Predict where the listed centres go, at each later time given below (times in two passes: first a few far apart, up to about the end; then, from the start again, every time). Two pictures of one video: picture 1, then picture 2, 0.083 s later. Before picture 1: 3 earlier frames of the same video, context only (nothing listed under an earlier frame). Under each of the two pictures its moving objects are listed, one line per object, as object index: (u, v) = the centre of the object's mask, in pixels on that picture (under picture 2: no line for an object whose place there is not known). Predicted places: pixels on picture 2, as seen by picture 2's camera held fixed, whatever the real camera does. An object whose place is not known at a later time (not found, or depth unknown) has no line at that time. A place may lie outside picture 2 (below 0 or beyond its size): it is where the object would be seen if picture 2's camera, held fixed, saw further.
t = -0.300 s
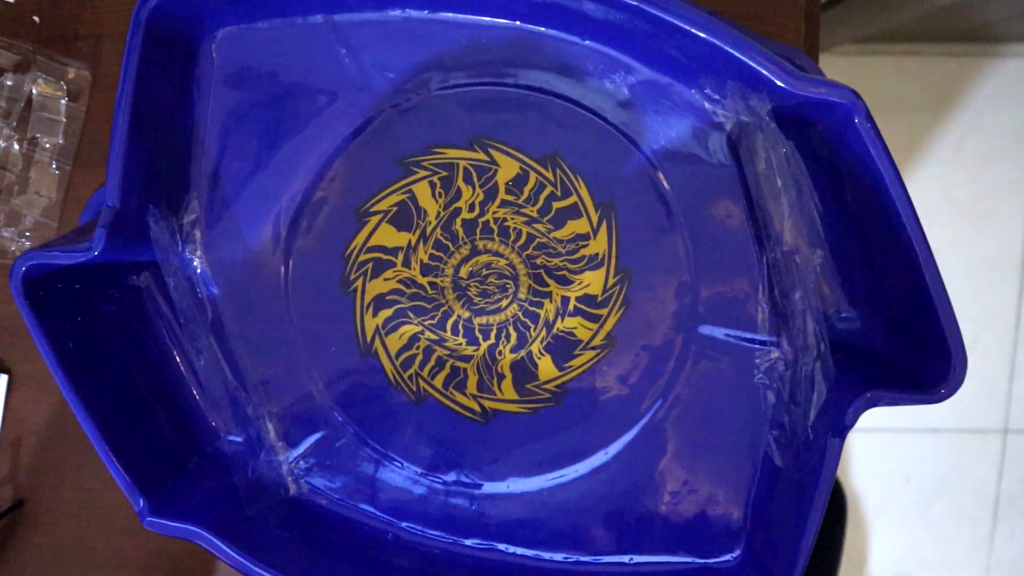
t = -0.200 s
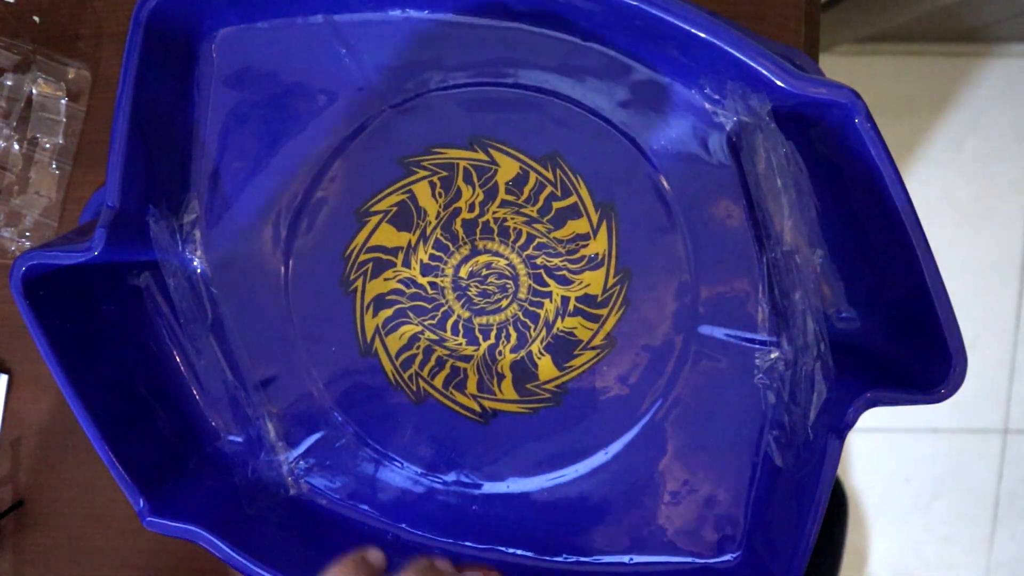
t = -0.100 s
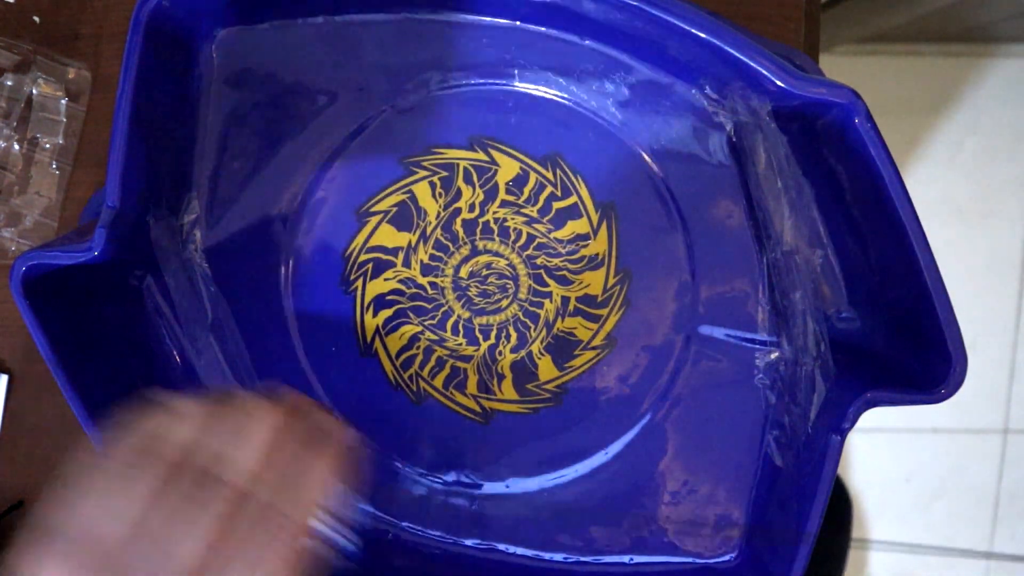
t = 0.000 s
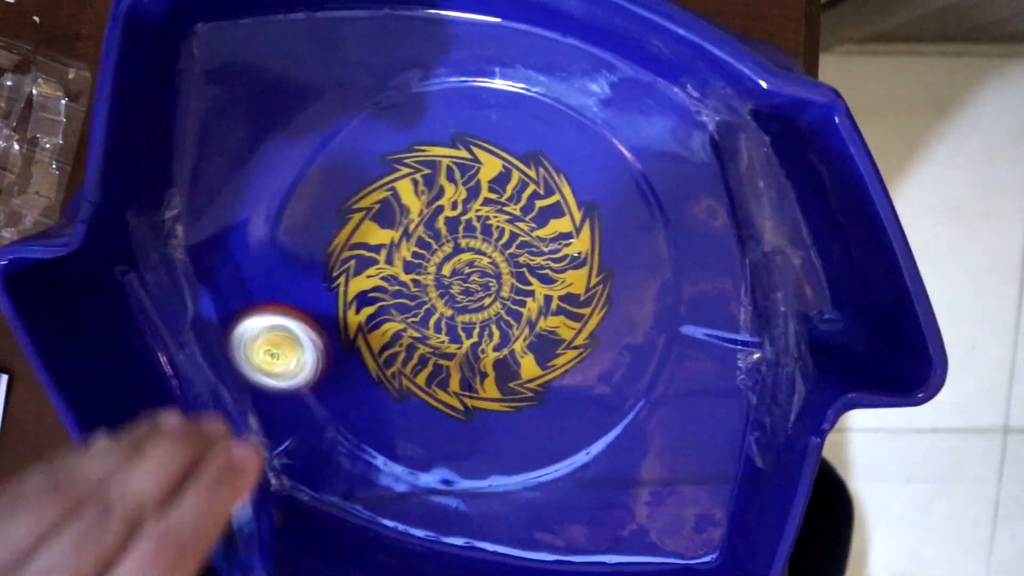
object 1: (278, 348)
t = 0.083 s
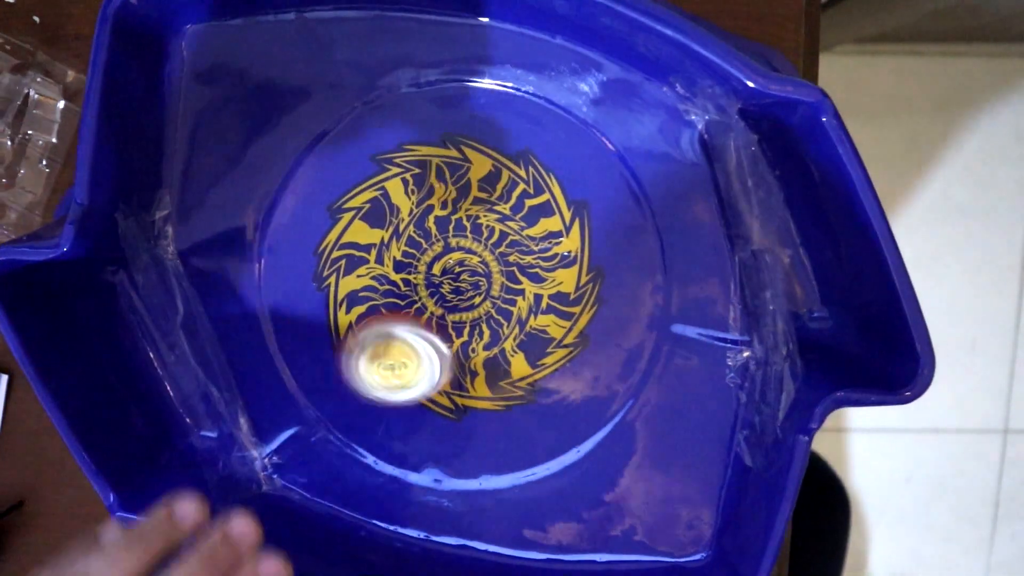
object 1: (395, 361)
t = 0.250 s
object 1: (638, 345)
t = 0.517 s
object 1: (612, 192)
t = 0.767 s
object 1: (453, 187)
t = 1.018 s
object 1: (497, 391)
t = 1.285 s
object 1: (677, 415)
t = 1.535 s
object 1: (594, 193)
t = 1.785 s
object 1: (338, 246)
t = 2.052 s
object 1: (352, 493)
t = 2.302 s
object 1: (594, 360)
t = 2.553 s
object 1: (492, 75)
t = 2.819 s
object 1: (240, 146)
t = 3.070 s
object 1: (316, 383)
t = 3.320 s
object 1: (599, 421)
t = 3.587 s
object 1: (583, 118)
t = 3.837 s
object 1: (270, 203)
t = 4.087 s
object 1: (353, 478)
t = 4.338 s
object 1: (624, 406)
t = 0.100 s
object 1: (425, 360)
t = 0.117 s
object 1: (456, 355)
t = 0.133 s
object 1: (484, 350)
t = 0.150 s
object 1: (512, 345)
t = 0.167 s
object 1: (538, 339)
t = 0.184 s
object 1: (562, 340)
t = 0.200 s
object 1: (582, 344)
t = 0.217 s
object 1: (602, 345)
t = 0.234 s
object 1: (621, 346)
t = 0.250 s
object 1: (638, 345)
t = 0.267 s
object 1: (656, 344)
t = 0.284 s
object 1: (671, 342)
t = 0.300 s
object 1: (684, 338)
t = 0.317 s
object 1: (697, 333)
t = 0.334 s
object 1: (708, 326)
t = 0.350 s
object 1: (716, 317)
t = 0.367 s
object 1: (716, 306)
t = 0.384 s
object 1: (709, 293)
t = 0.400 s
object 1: (699, 280)
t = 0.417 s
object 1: (688, 267)
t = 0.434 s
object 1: (677, 255)
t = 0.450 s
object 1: (665, 243)
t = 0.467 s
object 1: (653, 229)
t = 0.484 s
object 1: (639, 217)
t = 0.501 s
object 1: (626, 204)
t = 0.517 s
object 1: (612, 192)
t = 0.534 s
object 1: (599, 182)
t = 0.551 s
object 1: (587, 174)
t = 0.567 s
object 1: (574, 165)
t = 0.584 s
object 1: (562, 160)
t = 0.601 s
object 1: (550, 154)
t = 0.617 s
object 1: (537, 151)
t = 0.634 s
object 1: (526, 148)
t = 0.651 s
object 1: (514, 149)
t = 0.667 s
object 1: (503, 150)
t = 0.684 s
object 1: (493, 152)
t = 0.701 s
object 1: (483, 156)
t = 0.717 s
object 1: (475, 161)
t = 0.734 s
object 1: (467, 168)
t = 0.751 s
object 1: (459, 177)
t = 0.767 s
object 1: (453, 187)
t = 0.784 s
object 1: (448, 199)
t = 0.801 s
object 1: (445, 210)
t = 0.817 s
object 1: (443, 222)
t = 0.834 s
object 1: (442, 235)
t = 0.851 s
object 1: (442, 248)
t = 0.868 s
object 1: (445, 263)
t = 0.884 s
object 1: (448, 277)
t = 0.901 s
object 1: (450, 292)
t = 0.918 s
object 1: (454, 308)
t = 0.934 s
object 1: (460, 323)
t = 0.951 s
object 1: (466, 338)
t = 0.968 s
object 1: (474, 352)
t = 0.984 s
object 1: (481, 366)
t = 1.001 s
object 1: (489, 379)
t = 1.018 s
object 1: (497, 391)
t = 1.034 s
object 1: (508, 401)
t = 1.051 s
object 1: (519, 411)
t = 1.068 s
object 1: (532, 420)
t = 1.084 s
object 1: (544, 429)
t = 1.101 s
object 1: (557, 435)
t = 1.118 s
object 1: (570, 441)
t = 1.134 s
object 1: (584, 446)
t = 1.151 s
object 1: (597, 448)
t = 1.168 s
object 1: (609, 449)
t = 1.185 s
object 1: (622, 449)
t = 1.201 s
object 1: (634, 446)
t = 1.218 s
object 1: (645, 443)
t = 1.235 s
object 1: (655, 437)
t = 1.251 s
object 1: (663, 431)
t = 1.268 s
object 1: (671, 424)
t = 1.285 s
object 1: (677, 415)
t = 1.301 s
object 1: (683, 403)
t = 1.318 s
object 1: (686, 392)
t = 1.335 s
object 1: (688, 382)
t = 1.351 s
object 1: (690, 368)
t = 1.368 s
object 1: (688, 355)
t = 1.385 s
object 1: (685, 340)
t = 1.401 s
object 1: (681, 323)
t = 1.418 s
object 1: (674, 306)
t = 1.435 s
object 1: (666, 289)
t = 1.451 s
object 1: (658, 272)
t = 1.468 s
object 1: (648, 254)
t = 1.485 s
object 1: (636, 237)
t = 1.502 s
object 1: (623, 221)
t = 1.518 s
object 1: (609, 207)
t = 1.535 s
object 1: (594, 193)
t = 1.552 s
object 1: (578, 184)
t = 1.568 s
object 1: (562, 175)
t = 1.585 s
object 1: (544, 168)
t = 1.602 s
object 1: (525, 164)
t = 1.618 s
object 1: (506, 162)
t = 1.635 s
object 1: (487, 163)
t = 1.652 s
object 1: (468, 166)
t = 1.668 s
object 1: (447, 170)
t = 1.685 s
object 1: (427, 176)
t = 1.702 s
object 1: (410, 184)
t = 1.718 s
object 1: (393, 194)
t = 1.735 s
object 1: (377, 205)
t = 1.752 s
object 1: (364, 217)
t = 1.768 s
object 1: (351, 231)
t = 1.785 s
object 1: (338, 246)
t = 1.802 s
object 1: (326, 262)
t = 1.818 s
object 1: (315, 281)
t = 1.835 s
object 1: (304, 299)
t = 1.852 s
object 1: (297, 316)
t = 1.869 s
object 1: (291, 335)
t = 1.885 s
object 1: (286, 354)
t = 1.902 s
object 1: (283, 375)
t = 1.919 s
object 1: (281, 394)
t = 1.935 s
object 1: (283, 413)
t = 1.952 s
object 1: (285, 430)
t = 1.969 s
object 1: (290, 448)
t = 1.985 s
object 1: (296, 465)
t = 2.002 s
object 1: (304, 481)
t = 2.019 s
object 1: (317, 490)
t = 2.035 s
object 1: (335, 492)
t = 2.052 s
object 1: (352, 493)
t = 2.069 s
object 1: (370, 496)
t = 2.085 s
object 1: (387, 496)
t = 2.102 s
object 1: (405, 497)
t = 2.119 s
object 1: (423, 495)
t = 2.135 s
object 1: (442, 491)
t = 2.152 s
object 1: (461, 486)
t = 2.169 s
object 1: (479, 479)
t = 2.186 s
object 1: (498, 469)
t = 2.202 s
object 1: (515, 458)
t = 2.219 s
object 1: (531, 445)
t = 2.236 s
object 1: (546, 432)
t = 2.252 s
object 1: (560, 416)
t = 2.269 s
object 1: (573, 397)
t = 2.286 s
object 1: (584, 380)
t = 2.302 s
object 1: (594, 360)
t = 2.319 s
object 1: (601, 336)
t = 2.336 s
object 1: (607, 314)
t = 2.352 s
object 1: (610, 291)
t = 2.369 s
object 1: (612, 268)
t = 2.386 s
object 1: (611, 243)
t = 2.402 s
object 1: (608, 221)
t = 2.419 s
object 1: (603, 199)
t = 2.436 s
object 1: (595, 177)
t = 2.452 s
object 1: (586, 156)
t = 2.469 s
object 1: (574, 137)
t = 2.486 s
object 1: (561, 120)
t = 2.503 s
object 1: (547, 104)
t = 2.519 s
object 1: (530, 93)
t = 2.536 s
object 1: (511, 83)
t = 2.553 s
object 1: (492, 75)
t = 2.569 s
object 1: (473, 69)
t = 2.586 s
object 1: (452, 64)
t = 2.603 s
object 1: (432, 61)
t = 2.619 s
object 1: (412, 60)
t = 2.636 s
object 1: (391, 60)
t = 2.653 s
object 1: (370, 62)
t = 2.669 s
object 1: (353, 65)
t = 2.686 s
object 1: (333, 68)
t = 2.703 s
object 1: (315, 75)
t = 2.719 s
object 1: (298, 81)
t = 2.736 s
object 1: (283, 90)
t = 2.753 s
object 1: (270, 101)
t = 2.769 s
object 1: (259, 111)
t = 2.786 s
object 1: (251, 122)
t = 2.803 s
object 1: (244, 134)
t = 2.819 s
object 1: (240, 146)
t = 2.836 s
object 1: (236, 158)
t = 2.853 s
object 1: (235, 171)
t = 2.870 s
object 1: (235, 185)
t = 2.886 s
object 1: (235, 199)
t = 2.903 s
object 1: (237, 213)
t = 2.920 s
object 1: (240, 229)
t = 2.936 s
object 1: (245, 245)
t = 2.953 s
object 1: (250, 262)
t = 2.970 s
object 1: (257, 278)
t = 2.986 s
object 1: (266, 296)
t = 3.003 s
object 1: (275, 316)
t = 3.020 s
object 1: (285, 334)
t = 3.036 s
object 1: (295, 350)
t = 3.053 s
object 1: (305, 367)
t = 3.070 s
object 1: (316, 383)
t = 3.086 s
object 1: (330, 396)
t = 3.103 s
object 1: (344, 408)
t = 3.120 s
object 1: (360, 420)
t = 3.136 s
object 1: (377, 430)
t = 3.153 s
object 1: (394, 437)
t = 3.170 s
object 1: (412, 443)
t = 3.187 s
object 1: (431, 448)
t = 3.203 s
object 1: (452, 452)
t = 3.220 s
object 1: (473, 452)
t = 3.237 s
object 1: (493, 452)
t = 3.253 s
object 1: (514, 450)
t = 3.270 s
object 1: (536, 446)
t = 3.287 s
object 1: (556, 439)
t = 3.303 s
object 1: (577, 431)
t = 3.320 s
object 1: (599, 421)
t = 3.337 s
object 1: (617, 407)
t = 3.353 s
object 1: (634, 393)
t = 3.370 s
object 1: (649, 377)
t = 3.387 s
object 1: (663, 360)
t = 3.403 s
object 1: (674, 340)
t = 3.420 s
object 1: (683, 320)
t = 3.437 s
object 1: (692, 297)
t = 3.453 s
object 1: (698, 275)
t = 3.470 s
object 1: (700, 250)
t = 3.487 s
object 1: (697, 226)
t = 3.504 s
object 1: (684, 199)
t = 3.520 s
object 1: (666, 178)
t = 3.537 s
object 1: (647, 160)
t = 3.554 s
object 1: (626, 142)
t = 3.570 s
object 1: (606, 129)
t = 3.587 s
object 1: (583, 118)
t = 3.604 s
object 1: (558, 109)
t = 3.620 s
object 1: (532, 101)
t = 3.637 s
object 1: (507, 98)
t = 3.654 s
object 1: (482, 97)
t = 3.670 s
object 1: (457, 98)
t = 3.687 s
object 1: (431, 100)
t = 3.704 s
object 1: (406, 105)
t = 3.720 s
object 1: (382, 111)
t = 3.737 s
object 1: (359, 119)
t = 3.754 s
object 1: (340, 128)
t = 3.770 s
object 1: (321, 140)
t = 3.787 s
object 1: (304, 155)
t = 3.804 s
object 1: (290, 169)
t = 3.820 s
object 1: (278, 186)
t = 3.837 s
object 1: (270, 203)
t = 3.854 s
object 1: (264, 221)
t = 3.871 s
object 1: (259, 241)
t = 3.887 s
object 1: (257, 260)
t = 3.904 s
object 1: (257, 279)
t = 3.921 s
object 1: (258, 301)
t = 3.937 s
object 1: (259, 322)
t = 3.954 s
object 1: (264, 343)
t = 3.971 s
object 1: (270, 365)
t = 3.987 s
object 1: (278, 385)
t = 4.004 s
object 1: (287, 403)
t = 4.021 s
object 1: (296, 423)
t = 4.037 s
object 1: (310, 440)
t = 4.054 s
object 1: (322, 456)
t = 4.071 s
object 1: (337, 468)
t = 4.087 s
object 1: (353, 478)
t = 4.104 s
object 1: (369, 488)
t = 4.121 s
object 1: (388, 495)
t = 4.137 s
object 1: (408, 500)
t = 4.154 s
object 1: (426, 504)
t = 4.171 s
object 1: (447, 505)
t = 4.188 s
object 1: (466, 506)
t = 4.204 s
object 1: (486, 503)
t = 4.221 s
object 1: (507, 498)
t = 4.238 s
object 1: (526, 492)
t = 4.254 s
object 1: (545, 482)
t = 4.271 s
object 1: (562, 472)
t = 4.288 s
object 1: (581, 457)
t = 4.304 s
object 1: (596, 442)
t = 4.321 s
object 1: (611, 426)
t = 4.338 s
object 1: (624, 406)
